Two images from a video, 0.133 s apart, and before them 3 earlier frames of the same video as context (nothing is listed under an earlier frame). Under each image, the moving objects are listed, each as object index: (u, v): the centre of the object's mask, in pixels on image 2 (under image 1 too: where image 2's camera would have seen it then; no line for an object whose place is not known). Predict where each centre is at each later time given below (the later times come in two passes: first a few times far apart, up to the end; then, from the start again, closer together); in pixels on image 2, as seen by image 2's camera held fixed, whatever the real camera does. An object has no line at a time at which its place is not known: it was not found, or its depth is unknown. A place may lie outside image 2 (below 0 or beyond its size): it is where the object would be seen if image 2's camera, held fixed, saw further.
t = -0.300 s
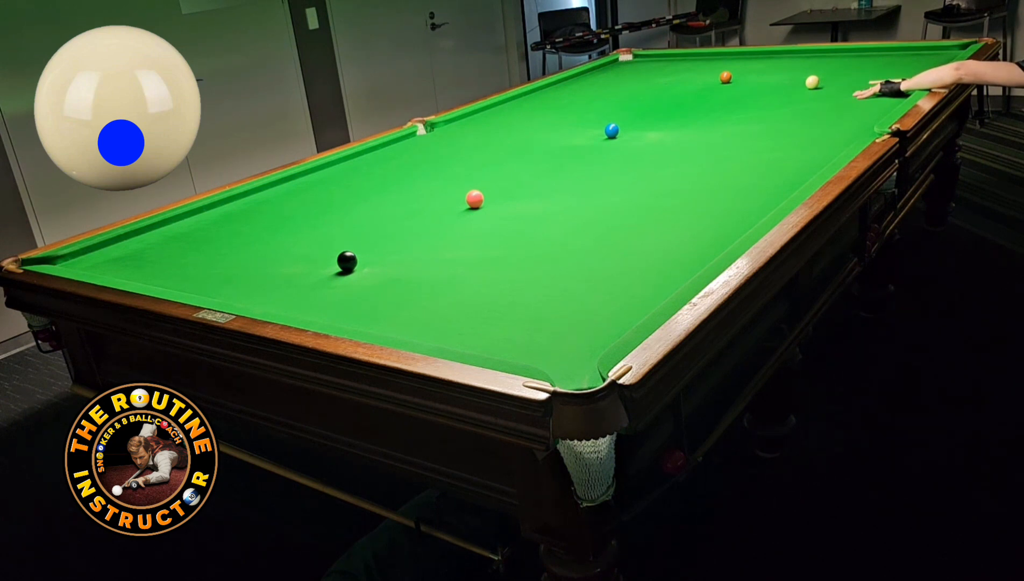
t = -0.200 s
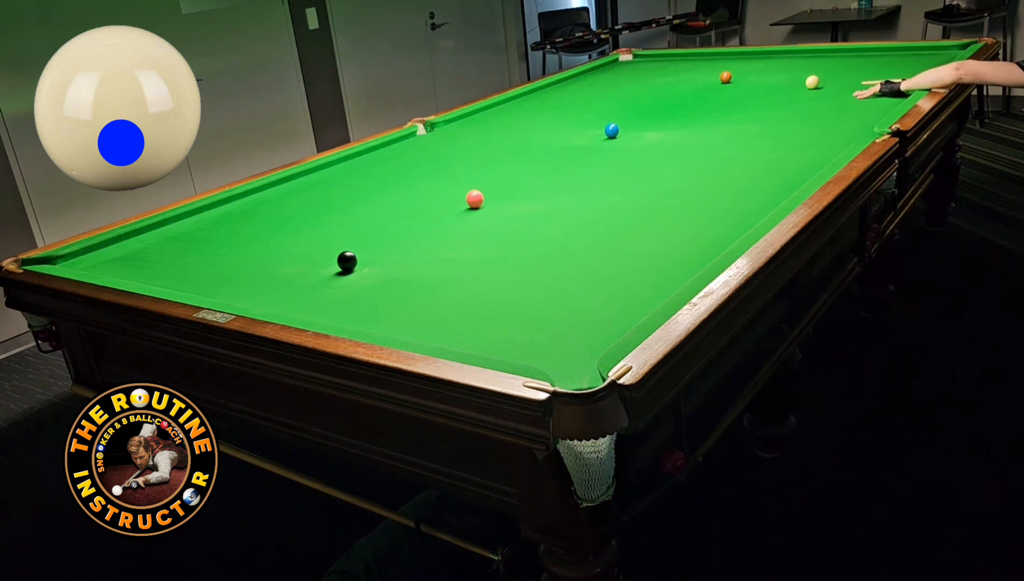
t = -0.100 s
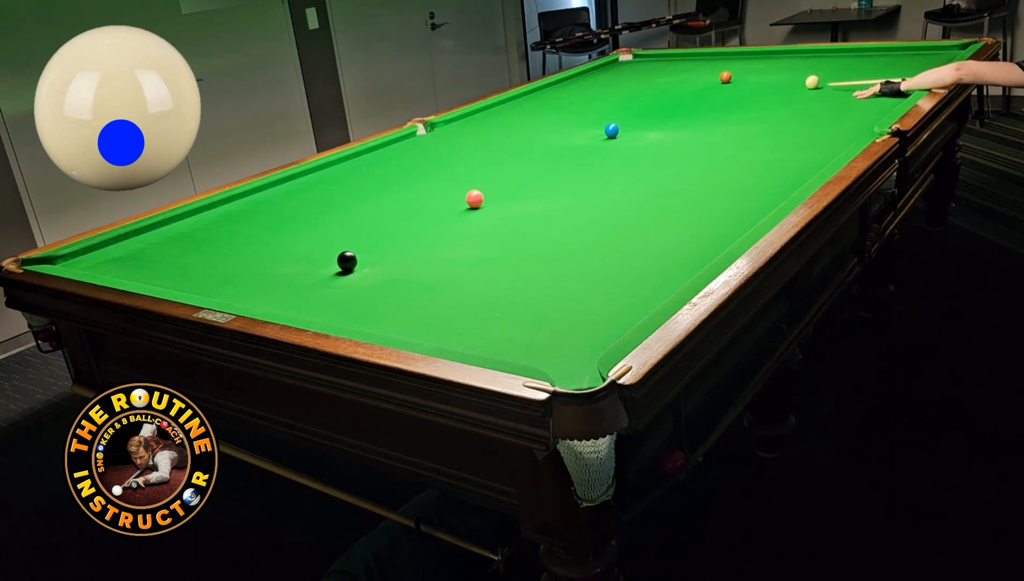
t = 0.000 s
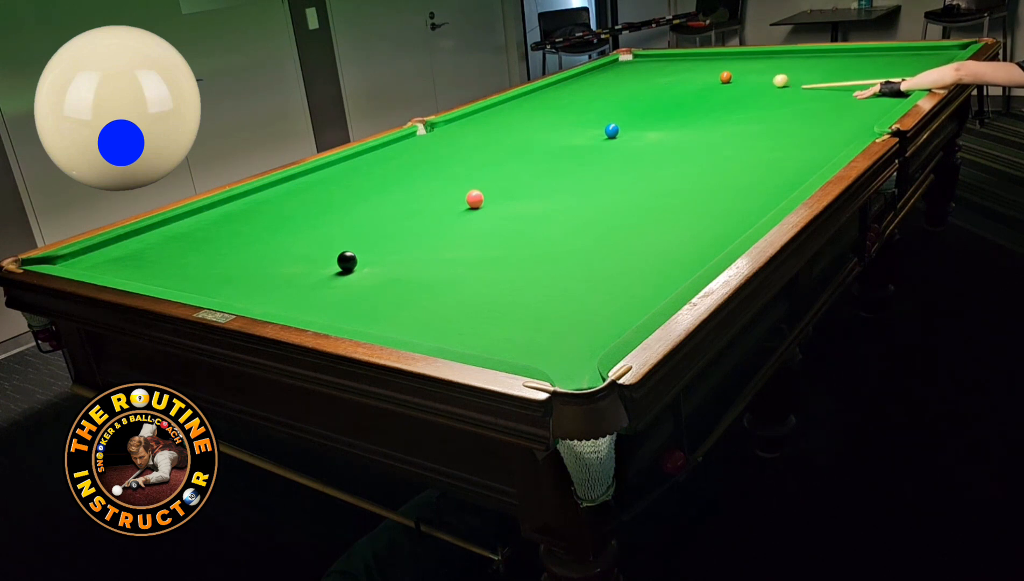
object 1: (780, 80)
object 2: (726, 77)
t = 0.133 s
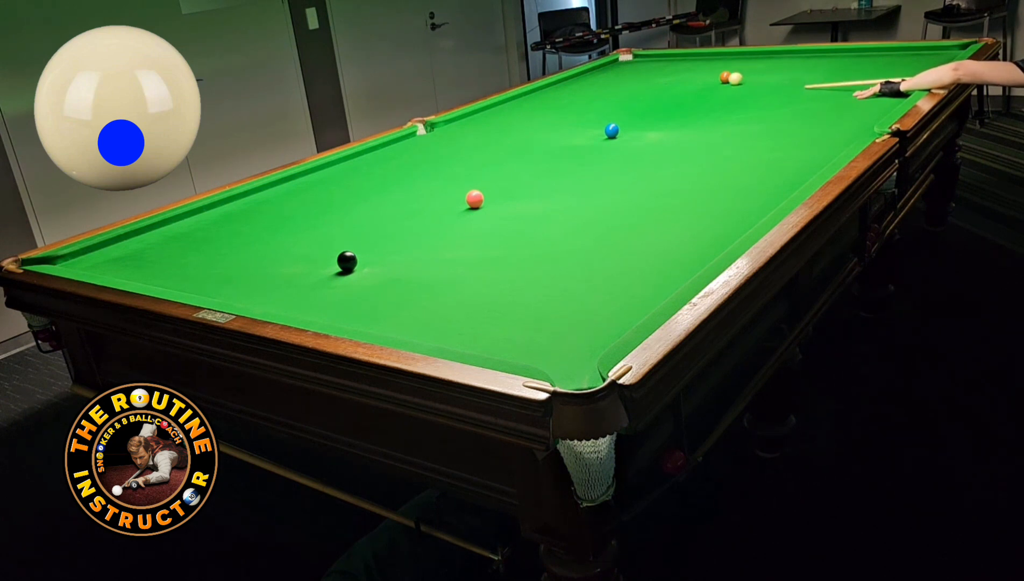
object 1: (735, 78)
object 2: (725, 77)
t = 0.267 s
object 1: (720, 80)
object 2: (711, 74)
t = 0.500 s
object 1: (702, 83)
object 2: (689, 69)
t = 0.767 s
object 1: (683, 86)
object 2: (666, 64)
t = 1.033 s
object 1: (665, 90)
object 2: (647, 60)
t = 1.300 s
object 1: (649, 93)
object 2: (630, 56)
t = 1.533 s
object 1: (636, 96)
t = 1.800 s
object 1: (622, 98)
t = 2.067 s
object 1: (610, 100)
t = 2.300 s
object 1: (600, 102)
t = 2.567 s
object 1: (591, 104)
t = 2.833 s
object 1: (583, 105)
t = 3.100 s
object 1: (576, 106)
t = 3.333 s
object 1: (572, 107)
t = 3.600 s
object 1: (569, 107)
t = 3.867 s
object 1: (567, 108)
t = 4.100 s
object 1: (567, 108)
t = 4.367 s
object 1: (567, 108)
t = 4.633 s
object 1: (567, 107)
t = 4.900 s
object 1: (567, 108)
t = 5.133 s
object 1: (567, 108)
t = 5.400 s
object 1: (567, 108)
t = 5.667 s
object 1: (567, 108)
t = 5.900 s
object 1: (567, 108)
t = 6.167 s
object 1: (567, 108)
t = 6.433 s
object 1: (567, 108)
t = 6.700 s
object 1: (567, 108)
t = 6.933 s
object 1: (567, 108)
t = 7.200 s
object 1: (567, 108)
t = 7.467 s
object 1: (567, 108)
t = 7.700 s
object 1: (567, 108)
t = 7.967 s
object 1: (567, 108)
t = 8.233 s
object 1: (567, 108)
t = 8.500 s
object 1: (567, 108)
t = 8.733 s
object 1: (567, 108)
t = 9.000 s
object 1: (567, 108)
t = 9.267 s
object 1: (567, 108)
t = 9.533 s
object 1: (567, 108)
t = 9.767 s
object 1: (567, 108)
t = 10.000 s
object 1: (567, 108)
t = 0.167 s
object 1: (729, 78)
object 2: (721, 76)
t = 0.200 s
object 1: (725, 79)
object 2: (717, 75)
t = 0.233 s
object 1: (722, 79)
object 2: (714, 74)
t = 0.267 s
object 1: (720, 80)
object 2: (711, 74)
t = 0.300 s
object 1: (717, 80)
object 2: (707, 73)
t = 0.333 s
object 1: (714, 81)
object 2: (704, 72)
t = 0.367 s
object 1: (712, 81)
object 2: (701, 71)
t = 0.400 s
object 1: (709, 82)
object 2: (697, 71)
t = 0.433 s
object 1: (707, 82)
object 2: (694, 70)
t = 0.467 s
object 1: (704, 83)
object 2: (691, 69)
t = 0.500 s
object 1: (702, 83)
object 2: (689, 69)
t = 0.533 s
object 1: (699, 84)
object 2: (685, 68)
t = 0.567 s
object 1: (697, 84)
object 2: (683, 67)
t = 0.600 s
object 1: (695, 84)
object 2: (680, 67)
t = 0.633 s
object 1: (692, 85)
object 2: (677, 66)
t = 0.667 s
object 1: (690, 85)
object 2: (674, 66)
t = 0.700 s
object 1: (688, 86)
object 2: (672, 65)
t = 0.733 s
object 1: (685, 86)
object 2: (669, 64)
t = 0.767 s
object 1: (683, 86)
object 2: (666, 64)
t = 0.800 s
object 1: (681, 87)
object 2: (664, 63)
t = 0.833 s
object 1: (678, 87)
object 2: (661, 63)
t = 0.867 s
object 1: (676, 88)
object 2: (658, 62)
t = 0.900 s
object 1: (674, 88)
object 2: (656, 62)
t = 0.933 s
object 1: (672, 89)
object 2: (654, 61)
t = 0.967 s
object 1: (670, 89)
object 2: (651, 61)
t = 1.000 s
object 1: (668, 89)
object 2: (649, 60)
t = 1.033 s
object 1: (665, 90)
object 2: (647, 60)
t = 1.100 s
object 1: (661, 91)
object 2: (642, 59)
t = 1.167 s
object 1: (657, 92)
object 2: (638, 58)
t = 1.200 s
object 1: (655, 92)
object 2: (636, 57)
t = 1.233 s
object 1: (653, 92)
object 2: (634, 57)
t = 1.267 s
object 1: (651, 93)
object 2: (631, 56)
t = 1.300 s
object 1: (649, 93)
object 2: (630, 56)
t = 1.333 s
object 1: (647, 93)
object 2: (628, 56)
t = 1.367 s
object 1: (645, 94)
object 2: (625, 55)
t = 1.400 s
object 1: (643, 94)
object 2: (623, 56)
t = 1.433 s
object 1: (641, 95)
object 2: (622, 57)
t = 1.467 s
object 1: (639, 95)
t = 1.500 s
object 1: (638, 95)
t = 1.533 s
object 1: (636, 96)
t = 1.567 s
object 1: (634, 96)
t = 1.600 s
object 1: (632, 96)
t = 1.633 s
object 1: (631, 97)
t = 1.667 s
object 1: (629, 97)
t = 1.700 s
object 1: (627, 97)
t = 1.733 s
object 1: (626, 98)
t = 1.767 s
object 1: (624, 98)
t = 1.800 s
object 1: (622, 98)
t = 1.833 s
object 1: (621, 98)
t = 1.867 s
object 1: (619, 99)
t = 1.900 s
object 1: (618, 99)
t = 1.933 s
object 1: (616, 99)
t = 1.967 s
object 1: (614, 100)
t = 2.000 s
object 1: (613, 100)
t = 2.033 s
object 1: (611, 100)
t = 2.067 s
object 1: (610, 100)
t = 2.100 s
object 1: (609, 101)
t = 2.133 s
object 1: (607, 101)
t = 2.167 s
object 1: (606, 101)
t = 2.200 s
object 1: (604, 102)
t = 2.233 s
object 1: (603, 102)
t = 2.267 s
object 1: (602, 102)
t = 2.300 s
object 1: (600, 102)
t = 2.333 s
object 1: (599, 103)
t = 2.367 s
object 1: (598, 103)
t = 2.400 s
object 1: (597, 103)
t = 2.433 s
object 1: (595, 103)
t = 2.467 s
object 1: (594, 103)
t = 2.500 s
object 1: (593, 104)
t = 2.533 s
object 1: (592, 104)
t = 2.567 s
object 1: (591, 104)
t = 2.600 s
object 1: (590, 104)
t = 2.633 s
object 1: (589, 104)
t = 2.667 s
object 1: (588, 105)
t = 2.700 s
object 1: (587, 105)
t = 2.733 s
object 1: (586, 105)
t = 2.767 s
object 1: (585, 105)
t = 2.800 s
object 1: (584, 105)
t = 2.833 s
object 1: (583, 105)
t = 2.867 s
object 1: (582, 105)
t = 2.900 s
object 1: (581, 106)
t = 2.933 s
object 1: (580, 106)
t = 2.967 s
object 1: (579, 106)
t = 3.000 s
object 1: (579, 106)
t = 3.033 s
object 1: (578, 106)
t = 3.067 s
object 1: (577, 106)
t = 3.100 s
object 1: (576, 106)
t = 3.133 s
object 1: (575, 106)
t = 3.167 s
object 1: (575, 106)
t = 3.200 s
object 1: (574, 107)
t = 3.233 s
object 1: (574, 107)
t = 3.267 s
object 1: (573, 107)
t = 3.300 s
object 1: (573, 107)
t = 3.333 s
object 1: (572, 107)
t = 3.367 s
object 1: (572, 107)
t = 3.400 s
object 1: (571, 107)
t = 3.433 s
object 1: (571, 107)
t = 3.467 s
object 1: (570, 107)
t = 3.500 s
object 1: (570, 107)
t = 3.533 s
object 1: (569, 107)
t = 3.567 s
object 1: (569, 107)
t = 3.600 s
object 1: (569, 107)
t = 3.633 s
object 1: (568, 107)
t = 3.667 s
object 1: (568, 108)
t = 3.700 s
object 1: (568, 108)
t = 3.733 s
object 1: (568, 108)
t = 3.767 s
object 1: (568, 108)
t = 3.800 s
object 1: (567, 108)
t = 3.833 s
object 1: (567, 108)
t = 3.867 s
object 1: (567, 108)
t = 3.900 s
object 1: (567, 108)
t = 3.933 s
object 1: (567, 108)
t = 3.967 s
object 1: (567, 108)
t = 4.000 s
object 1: (567, 108)
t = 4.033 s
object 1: (567, 108)
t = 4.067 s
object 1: (567, 108)
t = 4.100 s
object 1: (567, 108)
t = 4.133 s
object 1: (567, 108)
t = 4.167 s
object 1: (567, 108)
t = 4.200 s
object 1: (567, 108)
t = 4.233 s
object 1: (567, 108)
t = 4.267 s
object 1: (567, 108)
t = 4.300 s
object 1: (567, 108)
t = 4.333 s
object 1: (567, 108)
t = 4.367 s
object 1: (567, 108)
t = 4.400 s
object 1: (567, 108)
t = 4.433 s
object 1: (567, 108)
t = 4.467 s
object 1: (567, 108)
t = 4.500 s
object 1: (567, 108)
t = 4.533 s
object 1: (567, 108)
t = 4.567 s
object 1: (567, 108)
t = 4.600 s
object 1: (567, 107)
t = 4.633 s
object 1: (567, 107)
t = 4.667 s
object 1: (567, 108)
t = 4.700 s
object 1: (567, 108)
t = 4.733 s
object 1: (567, 108)
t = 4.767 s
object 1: (567, 108)
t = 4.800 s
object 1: (567, 108)
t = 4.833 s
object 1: (567, 108)
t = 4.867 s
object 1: (567, 108)
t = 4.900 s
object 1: (567, 108)
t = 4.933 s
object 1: (567, 108)
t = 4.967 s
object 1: (567, 108)
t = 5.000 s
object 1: (567, 108)
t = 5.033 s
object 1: (567, 108)
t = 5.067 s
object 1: (567, 108)
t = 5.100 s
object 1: (567, 108)
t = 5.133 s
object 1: (567, 108)
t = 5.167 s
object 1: (567, 108)
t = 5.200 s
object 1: (567, 108)
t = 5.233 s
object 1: (567, 108)
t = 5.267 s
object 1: (567, 108)
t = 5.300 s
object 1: (567, 108)
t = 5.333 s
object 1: (567, 108)
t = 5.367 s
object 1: (567, 108)
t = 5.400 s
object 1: (567, 108)
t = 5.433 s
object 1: (567, 108)
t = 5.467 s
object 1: (567, 108)
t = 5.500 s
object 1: (567, 108)
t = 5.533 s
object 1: (567, 108)
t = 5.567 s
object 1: (567, 108)
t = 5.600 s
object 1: (567, 108)
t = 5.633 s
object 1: (567, 108)
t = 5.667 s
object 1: (567, 108)
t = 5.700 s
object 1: (567, 108)
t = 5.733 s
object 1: (567, 108)
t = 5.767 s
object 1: (567, 108)
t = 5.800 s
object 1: (567, 108)
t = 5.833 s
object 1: (567, 108)
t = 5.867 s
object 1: (567, 108)
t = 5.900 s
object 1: (567, 108)
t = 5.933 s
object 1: (567, 108)
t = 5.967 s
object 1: (567, 108)
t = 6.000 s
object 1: (567, 108)
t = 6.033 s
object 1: (567, 108)
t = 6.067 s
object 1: (567, 108)
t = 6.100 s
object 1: (567, 108)
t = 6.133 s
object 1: (567, 108)
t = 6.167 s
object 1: (567, 108)
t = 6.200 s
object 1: (567, 108)
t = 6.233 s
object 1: (567, 108)
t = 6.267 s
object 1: (567, 108)
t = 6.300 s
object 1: (567, 108)
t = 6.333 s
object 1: (567, 108)
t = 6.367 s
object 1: (567, 108)
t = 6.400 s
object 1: (567, 108)
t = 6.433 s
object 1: (567, 108)
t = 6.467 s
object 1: (567, 108)
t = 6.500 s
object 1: (567, 108)
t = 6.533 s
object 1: (567, 108)
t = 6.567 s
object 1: (567, 108)
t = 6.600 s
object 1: (567, 108)
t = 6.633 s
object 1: (567, 108)
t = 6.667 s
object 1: (567, 108)
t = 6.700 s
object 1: (567, 108)
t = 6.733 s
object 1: (567, 108)
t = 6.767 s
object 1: (567, 108)
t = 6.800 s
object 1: (567, 108)
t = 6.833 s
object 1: (567, 108)
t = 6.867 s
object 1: (567, 108)
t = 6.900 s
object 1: (567, 108)
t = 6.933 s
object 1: (567, 108)
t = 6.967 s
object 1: (567, 108)
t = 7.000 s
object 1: (567, 108)
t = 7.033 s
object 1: (567, 108)
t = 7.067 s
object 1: (567, 108)
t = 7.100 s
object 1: (567, 108)
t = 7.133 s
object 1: (567, 108)
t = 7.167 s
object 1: (567, 108)
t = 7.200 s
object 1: (567, 108)
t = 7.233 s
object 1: (567, 108)
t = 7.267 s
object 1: (567, 108)
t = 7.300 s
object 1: (567, 108)
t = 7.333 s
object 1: (567, 108)
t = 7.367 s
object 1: (567, 108)
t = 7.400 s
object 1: (567, 108)
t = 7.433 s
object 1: (567, 108)
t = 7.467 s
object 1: (567, 108)
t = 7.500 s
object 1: (567, 108)
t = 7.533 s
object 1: (567, 108)
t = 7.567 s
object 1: (567, 108)
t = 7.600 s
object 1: (567, 108)
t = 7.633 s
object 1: (567, 108)
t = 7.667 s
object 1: (567, 108)
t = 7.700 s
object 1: (567, 108)
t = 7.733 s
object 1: (567, 108)
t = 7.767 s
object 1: (567, 108)
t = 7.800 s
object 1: (567, 108)
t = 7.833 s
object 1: (567, 108)
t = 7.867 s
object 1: (567, 108)
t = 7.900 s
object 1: (567, 108)
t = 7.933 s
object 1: (567, 108)
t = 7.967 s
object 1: (567, 108)
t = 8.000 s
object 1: (567, 108)
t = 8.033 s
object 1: (567, 108)
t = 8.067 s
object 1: (567, 108)
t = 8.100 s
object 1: (567, 108)
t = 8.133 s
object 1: (567, 108)
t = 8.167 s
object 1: (567, 108)
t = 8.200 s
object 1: (567, 108)
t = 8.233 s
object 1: (567, 108)
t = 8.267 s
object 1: (567, 108)
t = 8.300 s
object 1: (567, 108)
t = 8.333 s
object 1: (567, 108)
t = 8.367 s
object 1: (567, 108)
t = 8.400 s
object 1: (567, 108)
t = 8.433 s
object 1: (567, 108)
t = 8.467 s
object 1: (567, 108)
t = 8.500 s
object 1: (567, 108)
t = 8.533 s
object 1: (567, 108)
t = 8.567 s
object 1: (567, 108)
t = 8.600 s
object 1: (567, 108)
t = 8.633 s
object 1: (567, 108)
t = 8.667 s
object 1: (567, 108)
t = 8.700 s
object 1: (567, 108)
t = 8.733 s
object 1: (567, 108)
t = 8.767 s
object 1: (567, 108)
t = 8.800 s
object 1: (567, 108)
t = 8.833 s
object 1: (567, 108)
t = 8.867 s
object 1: (567, 108)
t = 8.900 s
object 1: (567, 108)
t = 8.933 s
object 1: (567, 108)
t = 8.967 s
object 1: (567, 108)
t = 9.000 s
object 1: (567, 108)
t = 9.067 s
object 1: (567, 108)
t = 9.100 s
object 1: (567, 108)
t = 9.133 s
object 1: (567, 108)
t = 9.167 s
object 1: (567, 108)
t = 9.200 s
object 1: (567, 108)
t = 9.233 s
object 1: (567, 108)
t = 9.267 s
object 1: (567, 108)
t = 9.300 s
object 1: (567, 108)
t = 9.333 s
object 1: (567, 108)
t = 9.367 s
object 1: (567, 108)
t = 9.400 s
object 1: (567, 108)
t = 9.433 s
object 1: (567, 108)
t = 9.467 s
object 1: (567, 108)
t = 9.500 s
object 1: (567, 108)
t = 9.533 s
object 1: (567, 108)
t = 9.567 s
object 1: (567, 108)
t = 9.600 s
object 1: (567, 108)
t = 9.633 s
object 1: (567, 108)
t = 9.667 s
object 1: (567, 108)
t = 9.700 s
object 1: (567, 108)
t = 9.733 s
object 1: (567, 108)
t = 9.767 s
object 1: (567, 108)
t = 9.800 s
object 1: (567, 108)
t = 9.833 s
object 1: (567, 108)
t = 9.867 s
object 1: (567, 108)
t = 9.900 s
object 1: (567, 108)
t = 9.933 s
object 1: (567, 108)
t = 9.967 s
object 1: (567, 108)
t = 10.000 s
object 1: (567, 108)
